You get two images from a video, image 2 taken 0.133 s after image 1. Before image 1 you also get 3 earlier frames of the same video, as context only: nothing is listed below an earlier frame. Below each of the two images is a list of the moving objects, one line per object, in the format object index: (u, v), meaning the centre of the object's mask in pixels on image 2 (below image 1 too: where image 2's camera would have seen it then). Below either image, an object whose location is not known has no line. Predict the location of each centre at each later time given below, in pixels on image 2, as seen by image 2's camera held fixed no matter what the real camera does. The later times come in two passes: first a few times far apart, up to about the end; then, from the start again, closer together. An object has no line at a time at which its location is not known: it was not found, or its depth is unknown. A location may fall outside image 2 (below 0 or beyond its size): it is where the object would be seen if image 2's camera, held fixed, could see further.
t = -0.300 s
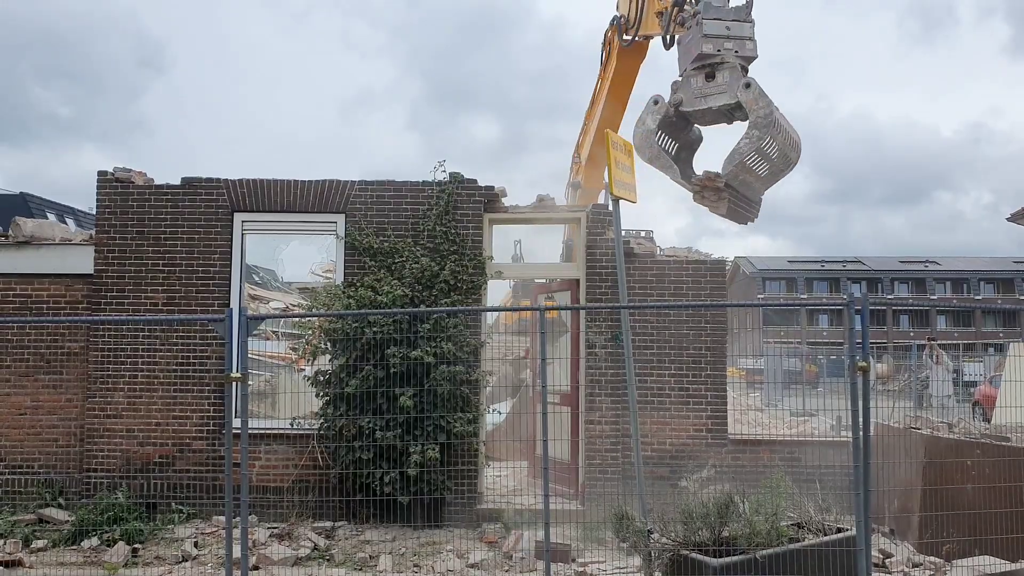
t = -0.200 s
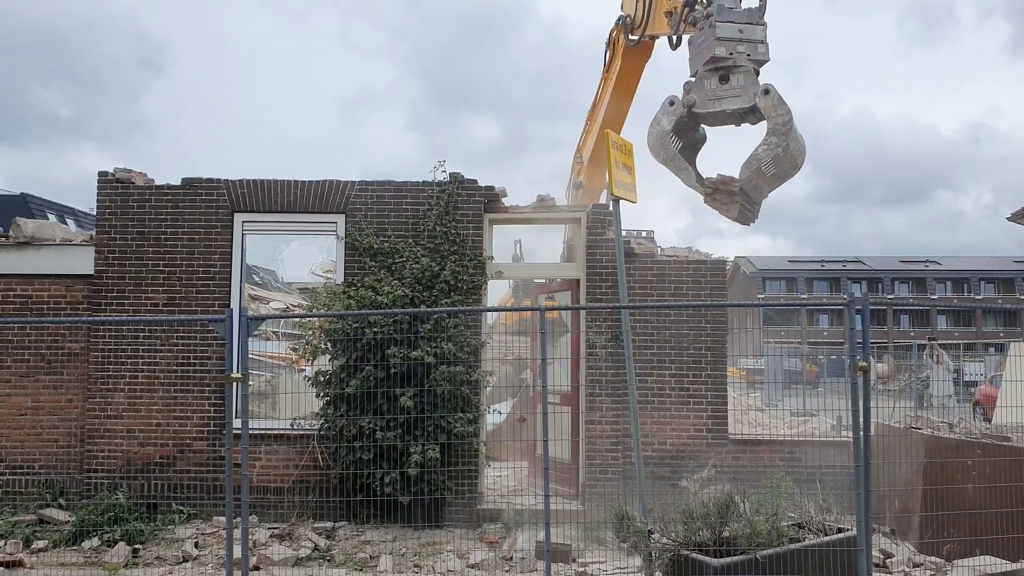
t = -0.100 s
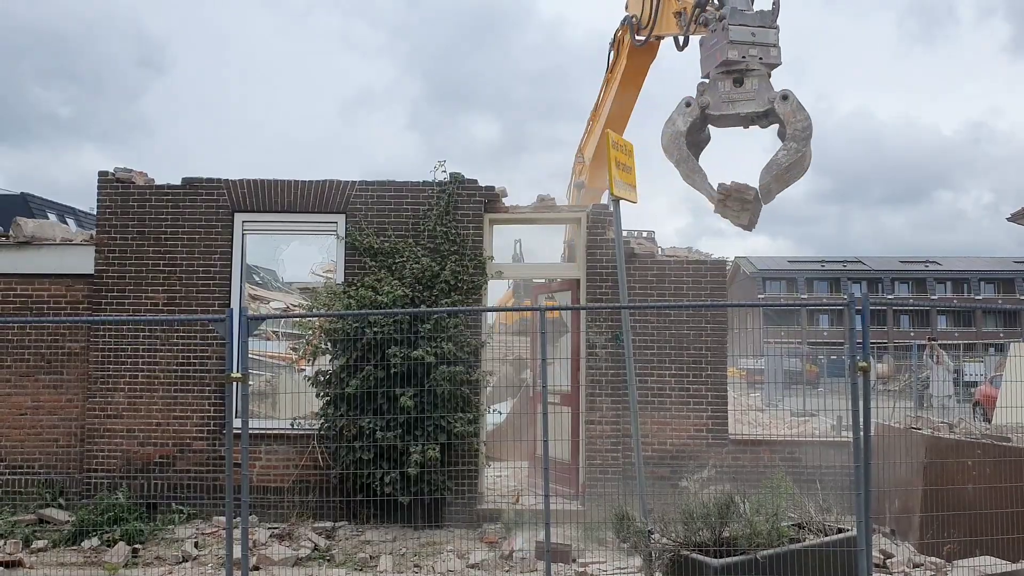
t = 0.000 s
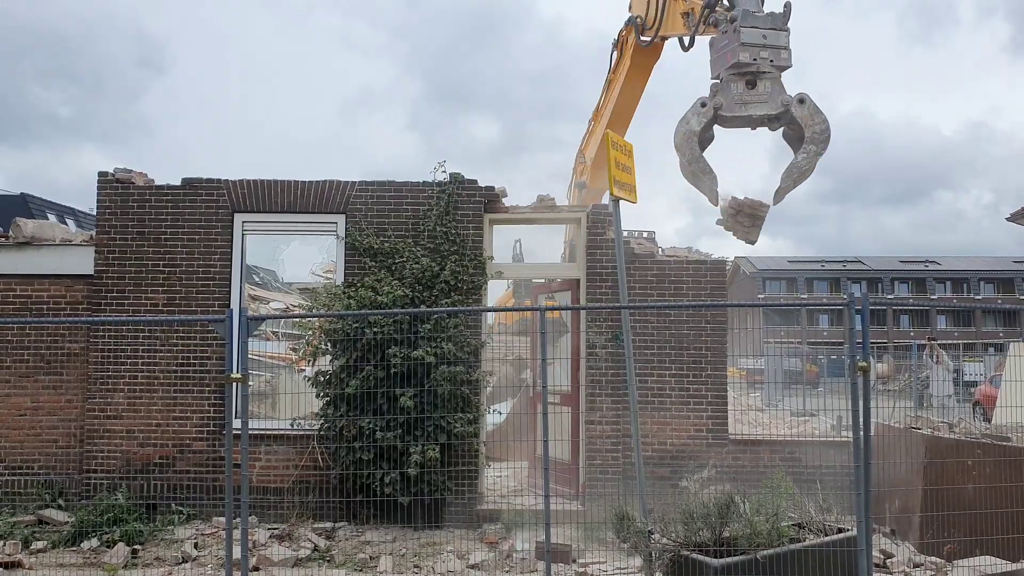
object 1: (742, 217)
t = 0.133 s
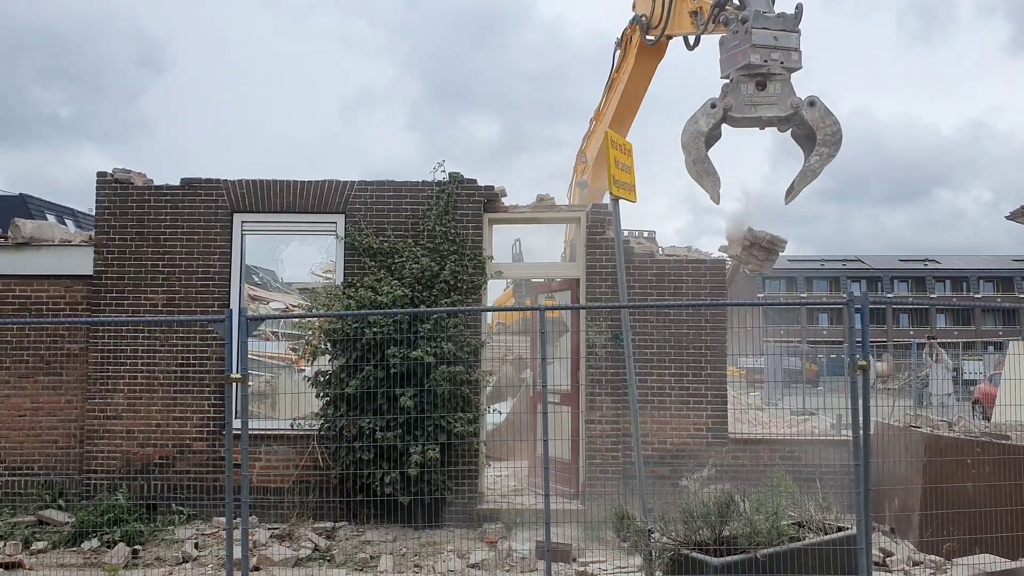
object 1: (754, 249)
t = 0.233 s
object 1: (761, 278)
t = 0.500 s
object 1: (794, 418)
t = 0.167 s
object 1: (757, 259)
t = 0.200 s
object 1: (759, 270)
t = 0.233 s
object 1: (761, 278)
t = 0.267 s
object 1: (774, 298)
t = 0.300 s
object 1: (776, 314)
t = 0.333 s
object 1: (782, 328)
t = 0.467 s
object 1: (793, 399)
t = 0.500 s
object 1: (794, 418)
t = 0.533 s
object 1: (797, 427)
